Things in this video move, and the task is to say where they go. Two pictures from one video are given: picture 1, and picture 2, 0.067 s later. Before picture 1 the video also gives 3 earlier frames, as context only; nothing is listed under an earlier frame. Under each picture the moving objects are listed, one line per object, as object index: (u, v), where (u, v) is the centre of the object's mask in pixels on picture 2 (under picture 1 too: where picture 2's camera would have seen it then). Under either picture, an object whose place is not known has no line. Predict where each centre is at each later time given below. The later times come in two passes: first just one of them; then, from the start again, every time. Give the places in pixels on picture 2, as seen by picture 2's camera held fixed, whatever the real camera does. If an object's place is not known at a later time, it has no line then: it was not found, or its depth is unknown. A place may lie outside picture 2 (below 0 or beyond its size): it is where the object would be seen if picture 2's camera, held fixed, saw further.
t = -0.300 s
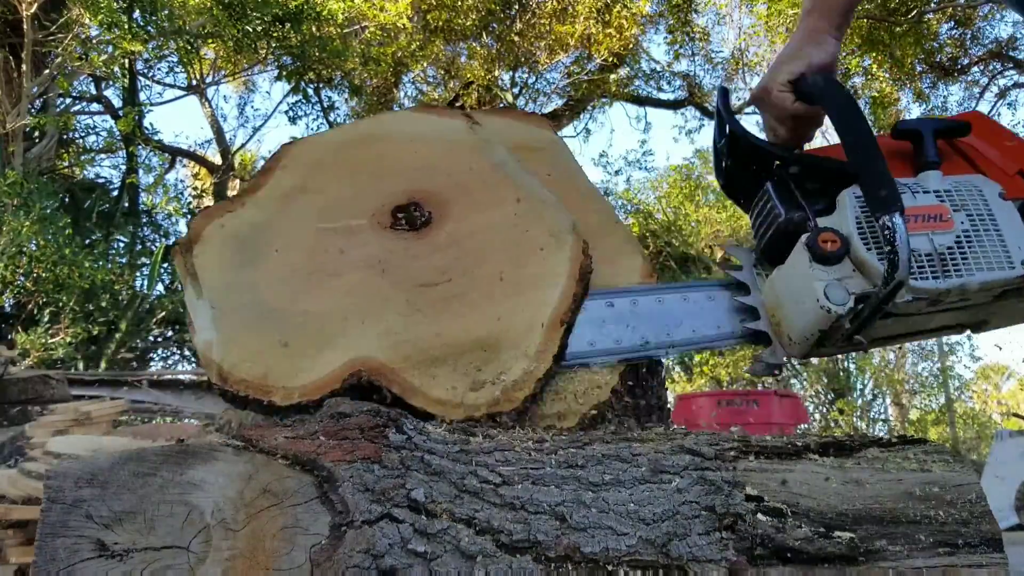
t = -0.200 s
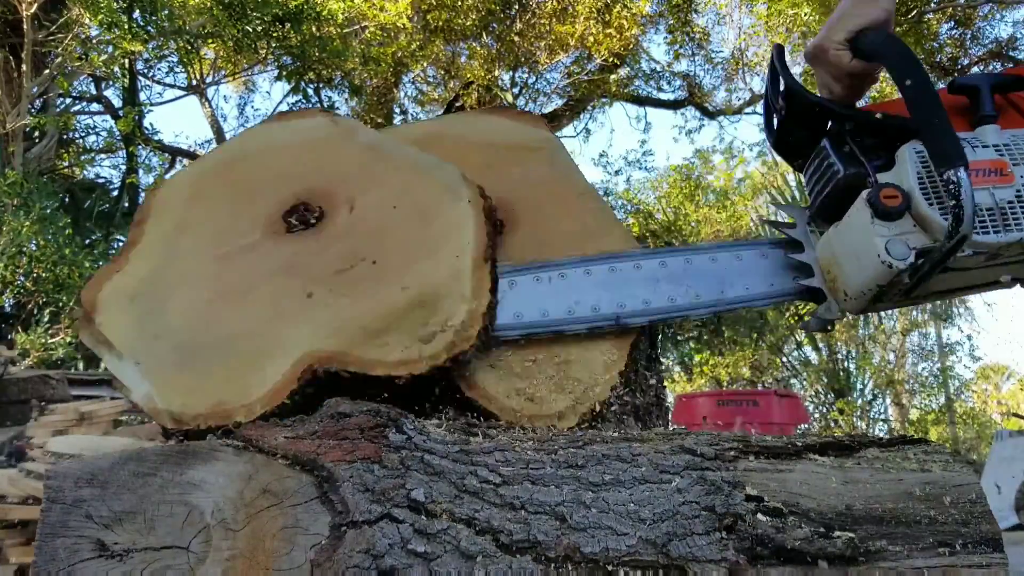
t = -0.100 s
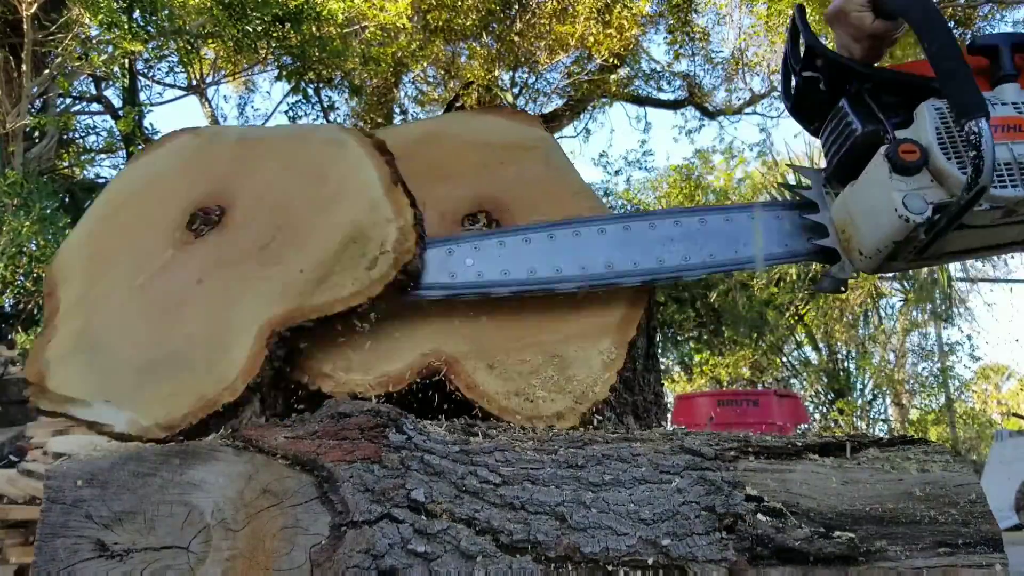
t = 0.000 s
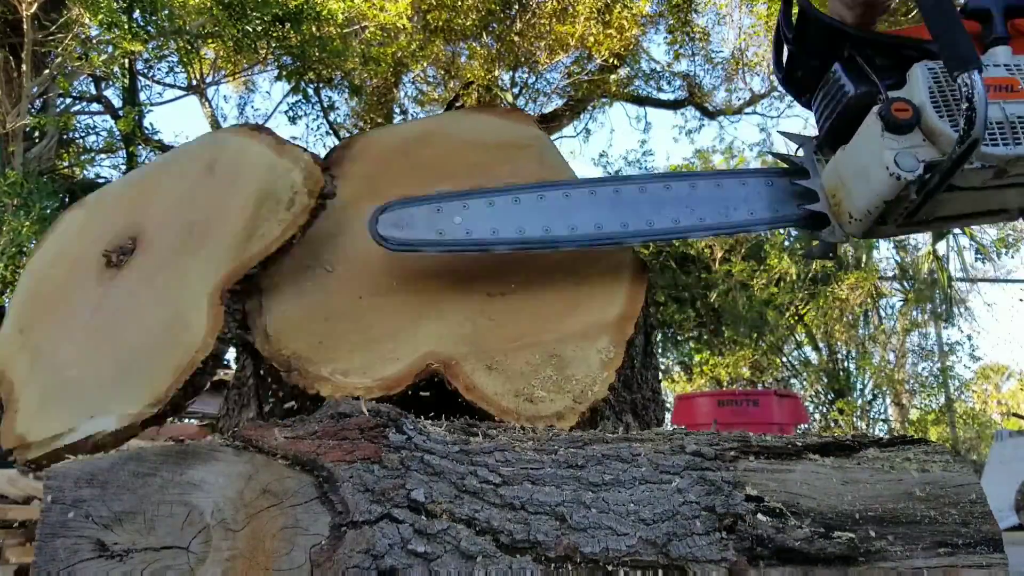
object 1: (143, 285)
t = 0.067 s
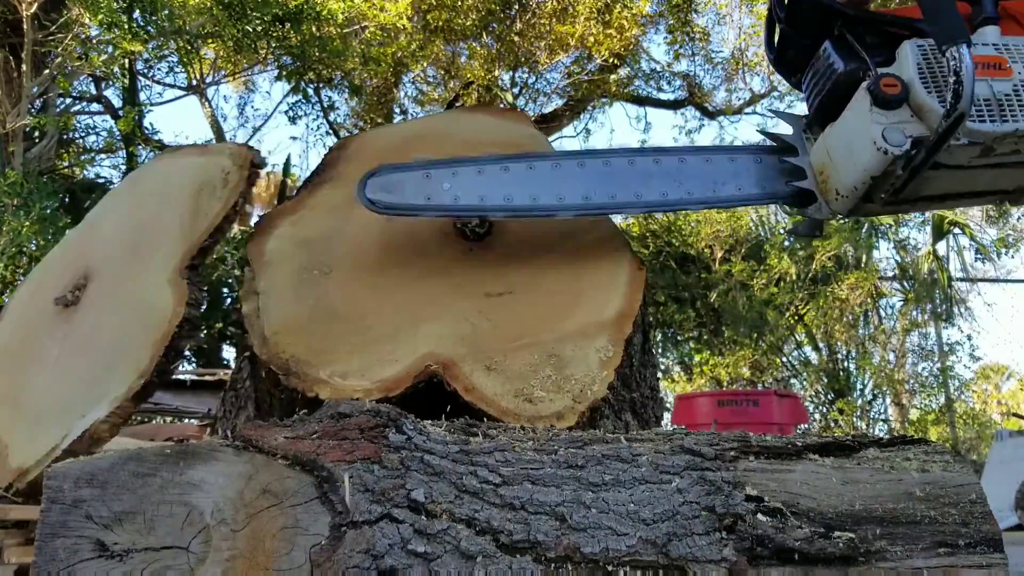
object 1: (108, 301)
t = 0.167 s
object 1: (52, 368)
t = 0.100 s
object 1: (89, 318)
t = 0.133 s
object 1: (72, 339)
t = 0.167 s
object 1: (52, 368)
